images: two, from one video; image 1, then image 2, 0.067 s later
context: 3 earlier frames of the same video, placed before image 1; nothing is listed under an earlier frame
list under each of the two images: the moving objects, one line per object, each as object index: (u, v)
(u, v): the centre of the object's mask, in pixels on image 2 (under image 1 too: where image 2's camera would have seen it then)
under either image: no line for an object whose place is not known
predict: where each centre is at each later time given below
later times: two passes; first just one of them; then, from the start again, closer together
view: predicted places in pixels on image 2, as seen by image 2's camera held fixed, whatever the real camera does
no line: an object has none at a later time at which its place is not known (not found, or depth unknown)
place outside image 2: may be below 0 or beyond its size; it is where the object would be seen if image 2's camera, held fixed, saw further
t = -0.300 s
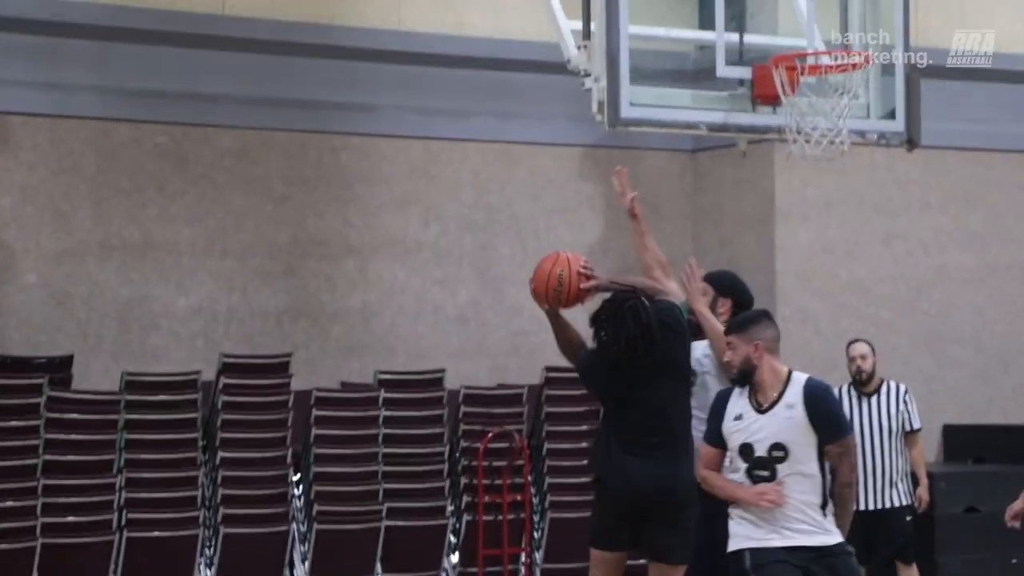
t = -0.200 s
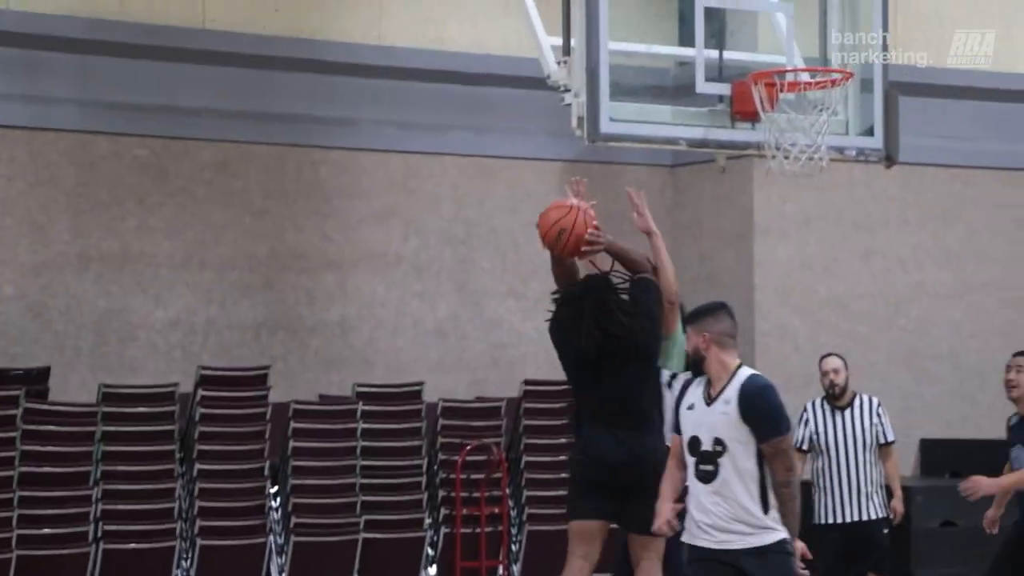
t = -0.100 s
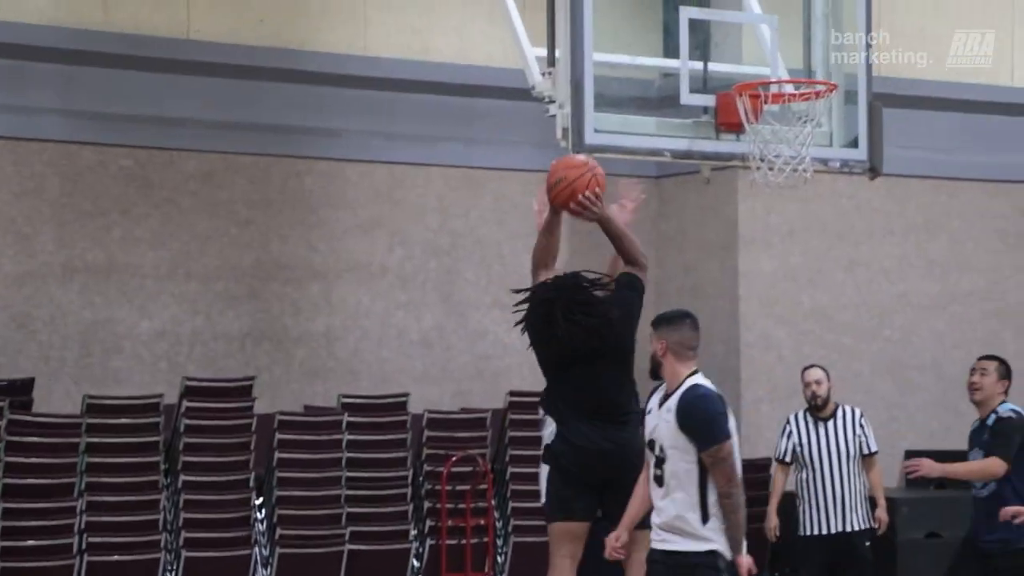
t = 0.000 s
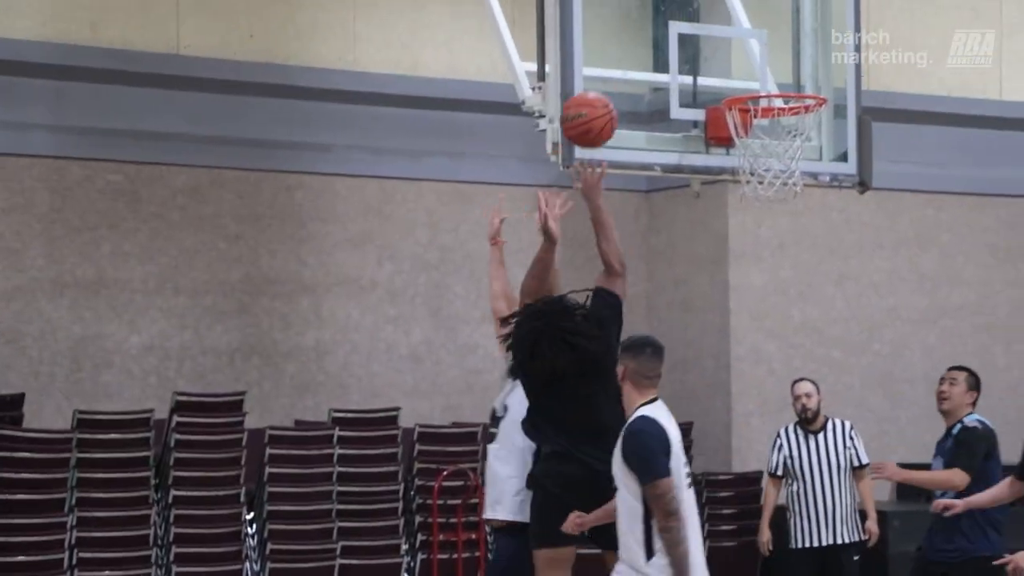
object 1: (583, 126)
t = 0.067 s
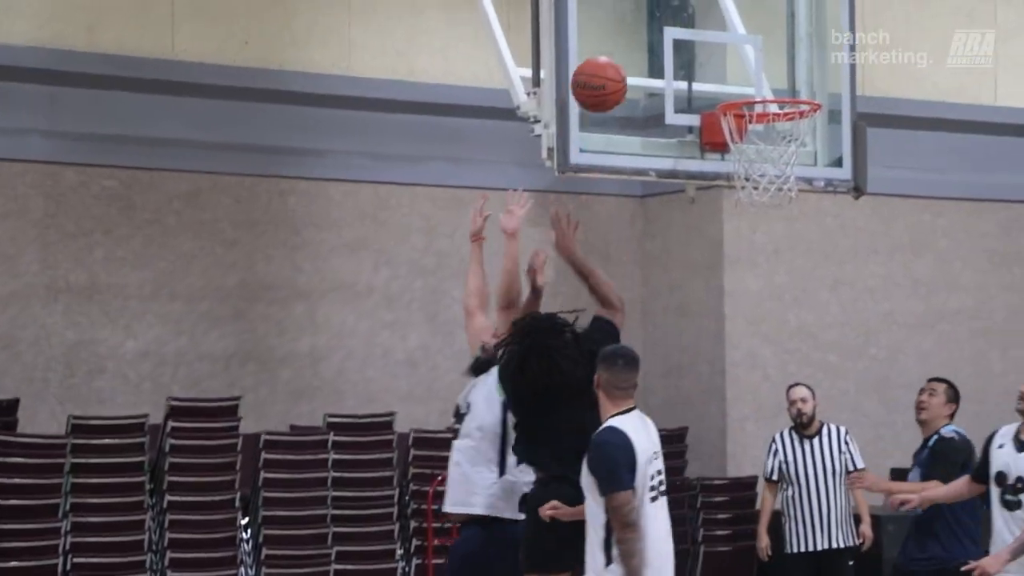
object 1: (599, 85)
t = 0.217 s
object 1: (632, 35)
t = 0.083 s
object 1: (602, 76)
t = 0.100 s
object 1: (606, 69)
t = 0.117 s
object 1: (609, 63)
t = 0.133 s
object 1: (613, 56)
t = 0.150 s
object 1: (616, 51)
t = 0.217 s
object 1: (632, 35)
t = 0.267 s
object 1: (642, 29)
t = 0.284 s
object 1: (645, 28)
